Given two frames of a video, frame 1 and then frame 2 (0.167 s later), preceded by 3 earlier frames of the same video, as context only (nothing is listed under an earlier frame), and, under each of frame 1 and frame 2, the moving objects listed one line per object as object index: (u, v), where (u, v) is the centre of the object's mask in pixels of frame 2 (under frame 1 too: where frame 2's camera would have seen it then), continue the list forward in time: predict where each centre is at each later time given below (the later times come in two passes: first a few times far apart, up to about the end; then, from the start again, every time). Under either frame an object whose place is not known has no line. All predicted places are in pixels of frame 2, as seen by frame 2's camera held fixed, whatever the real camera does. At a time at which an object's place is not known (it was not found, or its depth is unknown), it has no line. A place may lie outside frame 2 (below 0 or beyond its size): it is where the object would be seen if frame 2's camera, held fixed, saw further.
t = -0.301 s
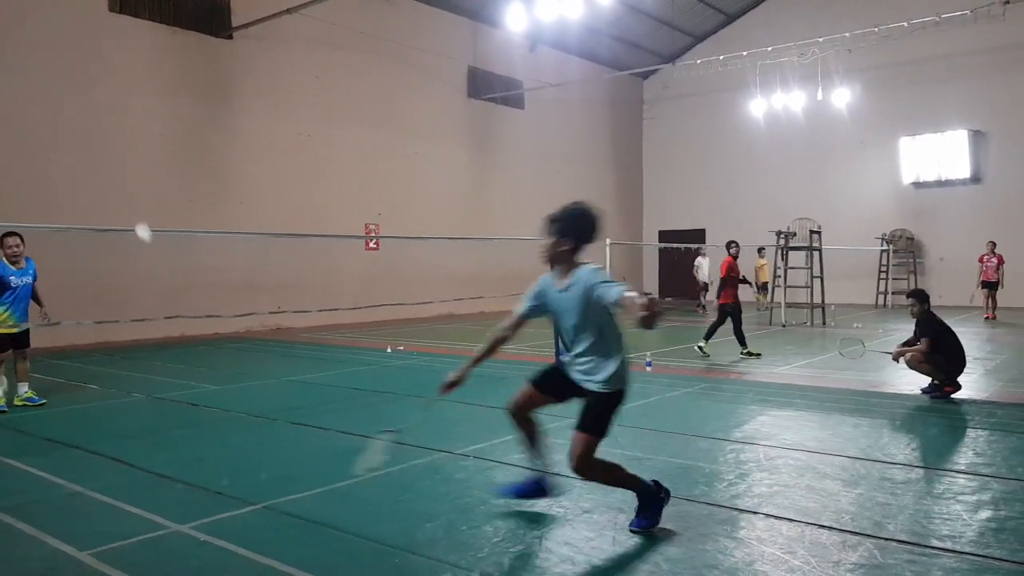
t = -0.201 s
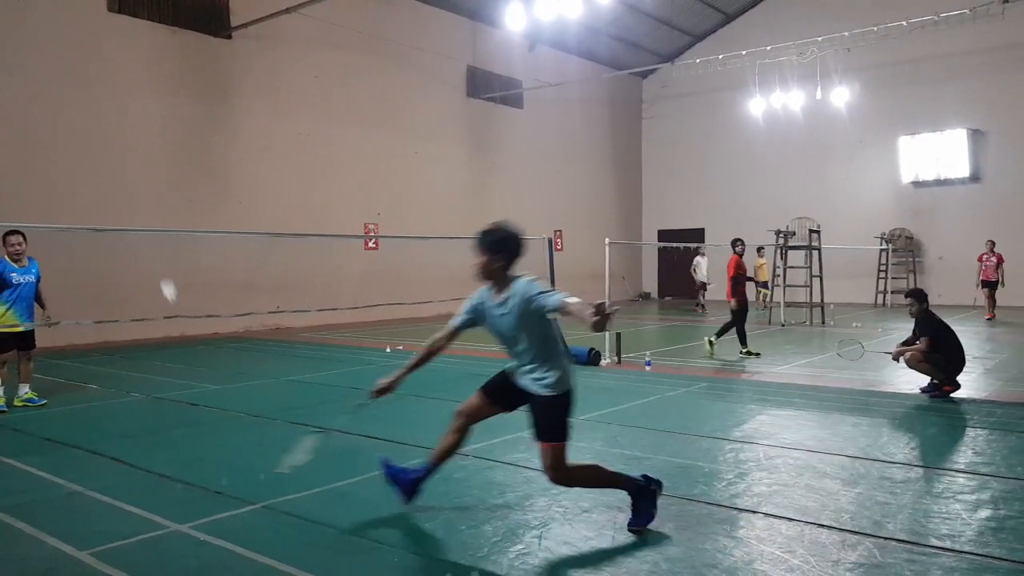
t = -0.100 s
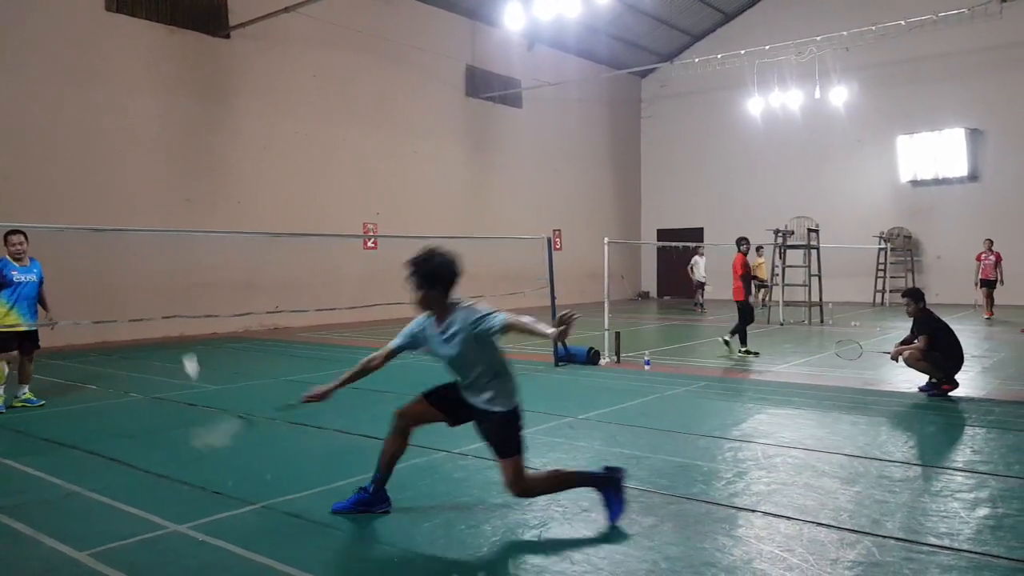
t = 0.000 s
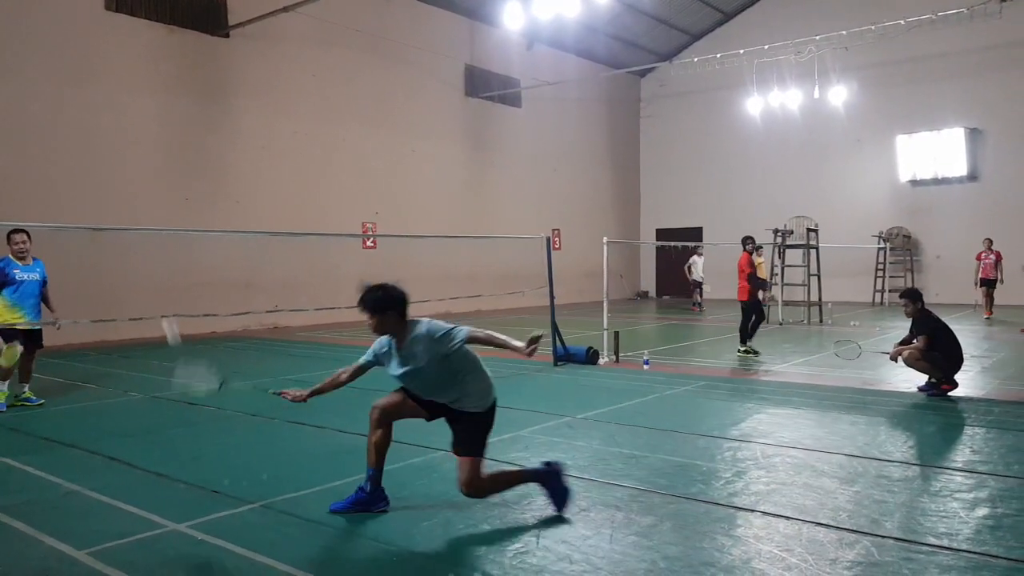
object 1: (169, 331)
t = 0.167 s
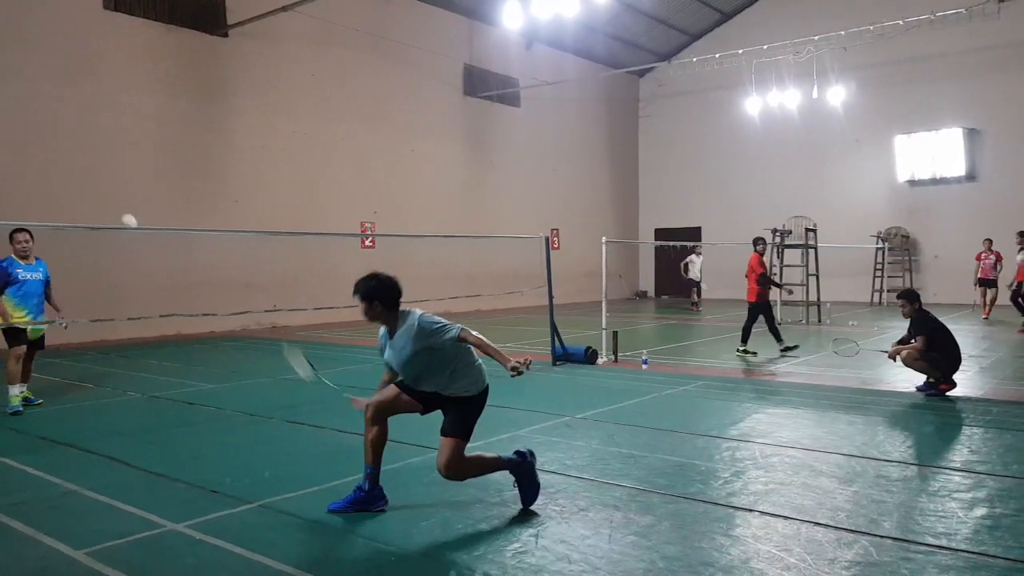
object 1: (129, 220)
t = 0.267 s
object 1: (110, 209)
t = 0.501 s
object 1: (84, 220)
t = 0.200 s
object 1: (122, 214)
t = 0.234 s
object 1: (115, 211)
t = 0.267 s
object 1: (110, 209)
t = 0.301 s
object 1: (105, 208)
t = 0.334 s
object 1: (102, 207)
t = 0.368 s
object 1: (98, 206)
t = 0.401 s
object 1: (94, 207)
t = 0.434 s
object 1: (90, 210)
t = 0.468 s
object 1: (87, 214)
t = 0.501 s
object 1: (84, 220)
